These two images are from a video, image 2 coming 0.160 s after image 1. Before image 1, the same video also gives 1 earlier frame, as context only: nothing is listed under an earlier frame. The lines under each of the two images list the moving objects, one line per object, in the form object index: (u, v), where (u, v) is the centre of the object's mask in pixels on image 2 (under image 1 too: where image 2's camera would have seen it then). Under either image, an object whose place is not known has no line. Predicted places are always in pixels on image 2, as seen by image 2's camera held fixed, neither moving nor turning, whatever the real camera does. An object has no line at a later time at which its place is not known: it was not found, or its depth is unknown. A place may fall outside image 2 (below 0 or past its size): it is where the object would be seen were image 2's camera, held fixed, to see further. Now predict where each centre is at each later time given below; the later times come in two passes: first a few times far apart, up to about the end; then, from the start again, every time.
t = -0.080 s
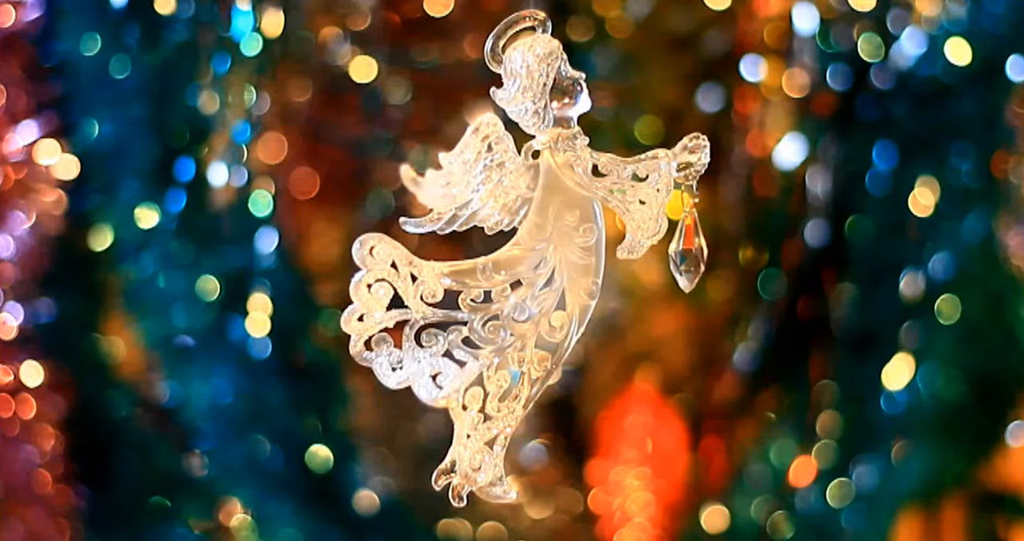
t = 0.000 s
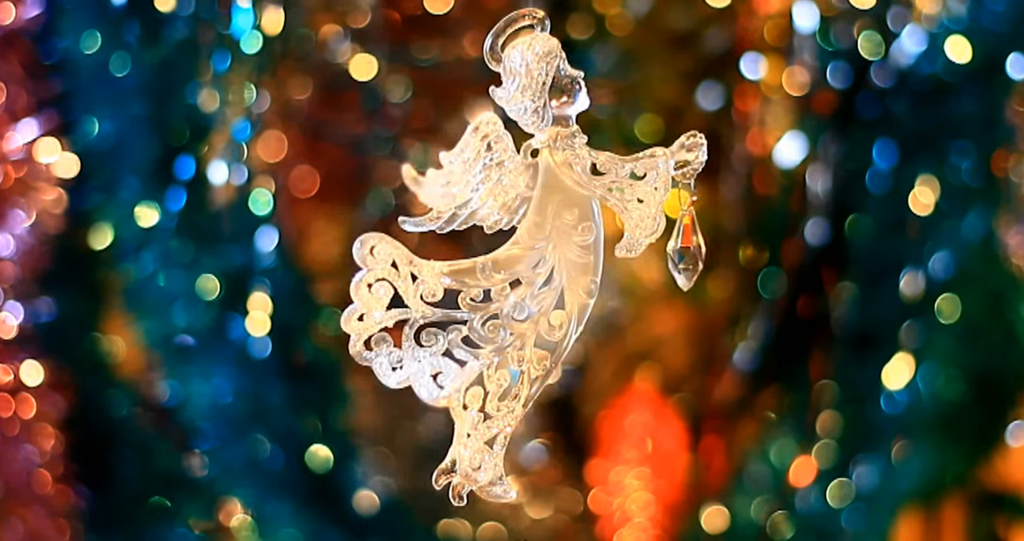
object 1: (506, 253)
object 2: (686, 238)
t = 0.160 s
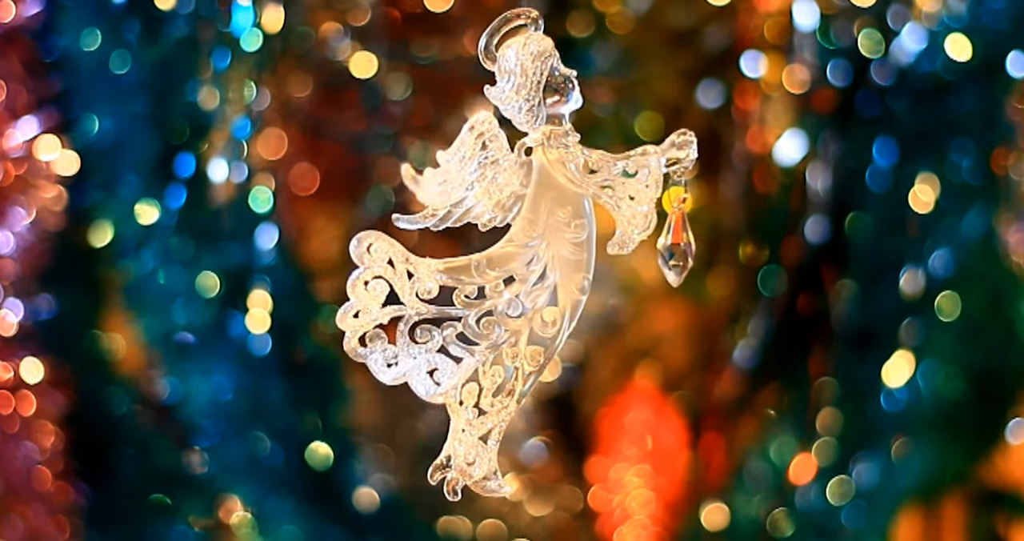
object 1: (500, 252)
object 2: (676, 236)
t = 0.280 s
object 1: (491, 252)
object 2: (665, 234)
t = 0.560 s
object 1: (473, 251)
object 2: (637, 235)
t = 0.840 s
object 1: (476, 252)
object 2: (637, 239)
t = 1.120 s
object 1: (503, 254)
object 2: (667, 237)
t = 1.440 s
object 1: (519, 255)
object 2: (679, 239)
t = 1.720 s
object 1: (501, 253)
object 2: (652, 241)
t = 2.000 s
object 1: (486, 254)
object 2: (627, 233)
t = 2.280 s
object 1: (485, 253)
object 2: (619, 238)
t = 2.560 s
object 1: (484, 254)
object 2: (614, 237)
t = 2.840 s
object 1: (491, 255)
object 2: (618, 241)
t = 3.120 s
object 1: (512, 256)
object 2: (636, 244)
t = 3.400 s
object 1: (521, 257)
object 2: (639, 241)
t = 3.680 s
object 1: (495, 257)
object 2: (609, 241)
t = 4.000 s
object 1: (467, 255)
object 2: (578, 248)
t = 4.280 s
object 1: (481, 257)
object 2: (590, 246)
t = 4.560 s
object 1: (505, 257)
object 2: (614, 242)
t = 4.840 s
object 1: (509, 257)
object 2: (620, 243)
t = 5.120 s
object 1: (505, 257)
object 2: (617, 244)
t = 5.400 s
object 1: (502, 256)
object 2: (613, 241)
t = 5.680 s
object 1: (485, 256)
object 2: (598, 242)
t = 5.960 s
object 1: (471, 256)
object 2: (588, 242)
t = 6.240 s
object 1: (486, 256)
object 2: (608, 245)
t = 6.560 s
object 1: (518, 257)
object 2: (648, 241)
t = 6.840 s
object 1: (514, 257)
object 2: (649, 244)
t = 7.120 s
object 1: (488, 256)
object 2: (628, 244)
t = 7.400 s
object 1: (479, 255)
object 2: (622, 243)
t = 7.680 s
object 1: (485, 255)
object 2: (630, 242)
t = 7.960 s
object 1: (489, 255)
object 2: (642, 242)
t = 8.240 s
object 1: (499, 255)
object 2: (660, 244)
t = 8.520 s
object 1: (515, 256)
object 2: (680, 242)
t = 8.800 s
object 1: (505, 255)
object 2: (678, 237)
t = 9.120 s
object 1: (478, 253)
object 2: (648, 242)
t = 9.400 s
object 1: (471, 252)
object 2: (643, 243)
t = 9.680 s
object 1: (495, 252)
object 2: (669, 241)
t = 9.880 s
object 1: (510, 253)
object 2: (687, 238)
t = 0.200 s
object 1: (497, 252)
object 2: (673, 234)
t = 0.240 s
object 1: (494, 251)
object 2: (669, 235)
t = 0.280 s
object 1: (491, 252)
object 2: (665, 234)
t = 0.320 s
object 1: (487, 251)
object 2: (661, 233)
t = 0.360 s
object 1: (489, 251)
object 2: (656, 234)
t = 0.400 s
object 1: (486, 251)
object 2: (652, 234)
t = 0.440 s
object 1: (482, 251)
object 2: (648, 233)
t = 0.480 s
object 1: (479, 251)
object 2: (644, 233)
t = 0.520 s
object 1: (476, 251)
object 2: (640, 235)
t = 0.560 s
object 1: (473, 251)
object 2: (637, 235)
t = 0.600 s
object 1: (471, 250)
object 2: (635, 235)
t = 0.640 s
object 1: (470, 250)
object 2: (633, 239)
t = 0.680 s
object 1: (469, 250)
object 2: (632, 239)
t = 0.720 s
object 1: (470, 251)
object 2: (632, 239)
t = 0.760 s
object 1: (471, 251)
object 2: (633, 239)
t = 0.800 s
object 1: (473, 251)
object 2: (635, 239)
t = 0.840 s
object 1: (476, 252)
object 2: (637, 239)
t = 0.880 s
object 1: (480, 252)
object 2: (640, 239)
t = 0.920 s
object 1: (484, 252)
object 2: (644, 239)
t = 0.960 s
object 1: (488, 252)
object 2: (648, 239)
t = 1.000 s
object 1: (493, 252)
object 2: (653, 239)
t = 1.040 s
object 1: (498, 252)
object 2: (658, 239)
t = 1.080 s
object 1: (498, 253)
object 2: (662, 239)
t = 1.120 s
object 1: (503, 254)
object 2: (667, 237)
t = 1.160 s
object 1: (507, 254)
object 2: (671, 240)
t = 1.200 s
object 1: (511, 254)
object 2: (674, 235)
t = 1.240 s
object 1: (515, 254)
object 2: (677, 242)
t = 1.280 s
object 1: (517, 254)
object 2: (679, 239)
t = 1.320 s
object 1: (519, 255)
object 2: (680, 238)
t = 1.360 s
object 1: (520, 255)
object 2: (680, 232)
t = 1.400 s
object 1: (520, 255)
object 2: (680, 233)
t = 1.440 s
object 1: (519, 255)
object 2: (679, 239)
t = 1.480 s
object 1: (517, 255)
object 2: (677, 241)
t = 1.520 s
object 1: (515, 255)
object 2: (674, 243)
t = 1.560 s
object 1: (512, 255)
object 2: (670, 242)
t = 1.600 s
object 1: (509, 255)
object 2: (666, 241)
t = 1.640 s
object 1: (505, 255)
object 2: (661, 242)
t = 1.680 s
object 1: (506, 254)
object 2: (657, 243)
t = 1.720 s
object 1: (501, 253)
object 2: (652, 241)
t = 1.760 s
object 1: (494, 254)
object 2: (648, 241)
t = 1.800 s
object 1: (495, 254)
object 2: (644, 242)
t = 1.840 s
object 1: (488, 255)
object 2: (639, 242)
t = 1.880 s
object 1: (490, 254)
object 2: (636, 237)
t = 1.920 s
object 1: (488, 254)
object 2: (632, 237)
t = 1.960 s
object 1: (487, 253)
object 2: (629, 238)
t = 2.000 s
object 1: (486, 254)
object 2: (627, 233)
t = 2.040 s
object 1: (485, 254)
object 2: (625, 238)
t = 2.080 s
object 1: (484, 253)
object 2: (623, 232)
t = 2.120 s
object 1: (484, 253)
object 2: (622, 237)
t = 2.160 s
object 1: (484, 253)
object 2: (620, 232)
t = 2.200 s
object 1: (484, 253)
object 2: (620, 231)
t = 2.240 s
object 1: (485, 253)
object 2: (619, 237)
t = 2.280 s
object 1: (485, 253)
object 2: (619, 238)
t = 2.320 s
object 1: (485, 253)
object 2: (618, 237)
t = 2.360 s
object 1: (485, 253)
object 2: (617, 237)
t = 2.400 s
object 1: (485, 253)
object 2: (616, 235)
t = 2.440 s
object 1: (485, 253)
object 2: (615, 235)
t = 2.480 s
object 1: (485, 253)
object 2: (615, 236)
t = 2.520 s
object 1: (485, 253)
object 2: (614, 236)
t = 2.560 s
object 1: (484, 254)
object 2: (614, 237)
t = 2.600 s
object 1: (484, 254)
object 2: (613, 237)
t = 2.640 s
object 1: (484, 254)
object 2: (613, 238)
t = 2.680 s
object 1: (484, 254)
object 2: (614, 238)
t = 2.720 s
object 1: (485, 254)
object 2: (614, 239)
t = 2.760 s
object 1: (487, 254)
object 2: (616, 243)
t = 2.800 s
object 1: (489, 255)
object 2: (617, 241)
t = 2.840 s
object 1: (491, 255)
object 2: (618, 241)
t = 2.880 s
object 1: (493, 255)
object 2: (620, 242)
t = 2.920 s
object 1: (496, 256)
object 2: (623, 244)
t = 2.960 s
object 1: (498, 256)
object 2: (625, 245)
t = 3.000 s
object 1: (502, 256)
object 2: (628, 245)
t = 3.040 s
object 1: (506, 256)
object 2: (631, 245)
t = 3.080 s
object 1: (510, 256)
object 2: (634, 244)
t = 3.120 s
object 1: (512, 256)
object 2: (636, 244)
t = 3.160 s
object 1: (515, 256)
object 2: (638, 244)
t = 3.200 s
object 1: (517, 257)
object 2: (639, 244)
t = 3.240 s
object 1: (519, 257)
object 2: (641, 243)
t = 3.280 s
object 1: (520, 257)
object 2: (641, 242)
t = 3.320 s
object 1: (521, 257)
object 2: (641, 242)
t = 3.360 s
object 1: (522, 257)
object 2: (640, 241)
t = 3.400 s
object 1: (521, 257)
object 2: (639, 241)
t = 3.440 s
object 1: (519, 256)
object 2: (636, 241)
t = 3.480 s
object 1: (516, 256)
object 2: (632, 240)
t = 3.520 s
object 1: (512, 256)
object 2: (628, 240)
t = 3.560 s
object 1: (509, 256)
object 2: (624, 240)
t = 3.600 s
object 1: (505, 256)
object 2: (619, 240)
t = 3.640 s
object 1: (499, 256)
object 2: (614, 242)
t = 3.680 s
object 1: (495, 257)
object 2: (609, 241)
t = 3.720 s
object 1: (490, 256)
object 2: (603, 247)
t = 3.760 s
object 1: (483, 256)
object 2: (597, 247)
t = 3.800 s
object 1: (479, 256)
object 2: (592, 248)
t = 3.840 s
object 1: (476, 256)
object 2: (588, 247)
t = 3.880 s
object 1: (473, 256)
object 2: (585, 248)
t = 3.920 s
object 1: (471, 256)
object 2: (582, 249)
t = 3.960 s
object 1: (468, 255)
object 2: (579, 249)
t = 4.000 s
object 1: (467, 255)
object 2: (578, 248)
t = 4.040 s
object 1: (467, 255)
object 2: (578, 248)
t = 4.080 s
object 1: (468, 255)
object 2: (578, 248)
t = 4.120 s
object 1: (469, 255)
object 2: (579, 248)
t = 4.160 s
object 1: (472, 256)
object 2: (581, 249)
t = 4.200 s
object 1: (475, 256)
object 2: (583, 246)
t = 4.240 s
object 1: (478, 256)
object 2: (586, 246)
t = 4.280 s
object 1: (481, 257)
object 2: (590, 246)
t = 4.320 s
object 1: (485, 256)
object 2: (594, 245)
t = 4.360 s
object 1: (490, 257)
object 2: (598, 245)
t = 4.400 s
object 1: (493, 257)
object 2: (601, 245)
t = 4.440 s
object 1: (496, 257)
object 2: (604, 245)
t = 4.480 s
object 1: (500, 257)
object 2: (607, 245)
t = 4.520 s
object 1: (502, 257)
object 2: (611, 242)
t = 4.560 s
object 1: (505, 257)
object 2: (614, 242)
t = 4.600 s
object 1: (507, 257)
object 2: (615, 242)
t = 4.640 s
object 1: (508, 257)
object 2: (617, 241)
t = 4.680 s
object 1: (509, 257)
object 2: (618, 242)
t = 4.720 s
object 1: (510, 257)
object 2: (619, 243)
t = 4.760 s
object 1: (509, 257)
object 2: (619, 243)
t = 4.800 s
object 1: (509, 257)
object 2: (620, 243)
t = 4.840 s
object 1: (509, 257)
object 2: (620, 243)
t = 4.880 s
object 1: (509, 257)
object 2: (620, 243)
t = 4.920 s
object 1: (508, 257)
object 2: (619, 243)
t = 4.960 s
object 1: (507, 257)
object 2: (619, 243)
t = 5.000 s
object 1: (507, 257)
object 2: (618, 244)
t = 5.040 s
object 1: (506, 257)
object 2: (618, 244)
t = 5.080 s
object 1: (506, 257)
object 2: (618, 243)
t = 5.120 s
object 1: (505, 257)
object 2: (617, 244)
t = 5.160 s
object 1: (505, 257)
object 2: (617, 243)
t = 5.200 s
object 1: (505, 257)
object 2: (617, 243)
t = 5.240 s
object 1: (505, 257)
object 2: (616, 242)
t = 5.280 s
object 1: (504, 257)
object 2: (616, 242)
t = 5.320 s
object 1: (503, 256)
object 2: (615, 242)
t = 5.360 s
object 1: (502, 256)
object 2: (614, 241)
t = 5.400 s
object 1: (502, 256)
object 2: (613, 241)
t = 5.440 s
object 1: (500, 257)
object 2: (611, 240)
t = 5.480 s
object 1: (499, 257)
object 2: (610, 240)
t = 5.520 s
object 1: (497, 257)
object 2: (608, 239)
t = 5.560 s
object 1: (494, 256)
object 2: (606, 242)
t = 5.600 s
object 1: (492, 256)
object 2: (604, 241)
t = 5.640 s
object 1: (488, 256)
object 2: (601, 242)
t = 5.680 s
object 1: (485, 256)
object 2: (598, 242)
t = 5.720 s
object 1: (483, 256)
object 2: (596, 242)
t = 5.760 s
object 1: (480, 256)
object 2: (594, 243)
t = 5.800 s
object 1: (477, 256)
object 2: (592, 244)
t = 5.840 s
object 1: (475, 256)
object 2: (590, 244)
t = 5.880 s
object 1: (472, 255)
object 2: (589, 244)
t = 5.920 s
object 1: (472, 255)
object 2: (588, 242)
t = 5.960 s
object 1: (471, 256)
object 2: (588, 242)
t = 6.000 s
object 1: (470, 255)
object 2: (589, 242)
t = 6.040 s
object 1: (471, 255)
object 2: (591, 242)
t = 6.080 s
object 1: (472, 255)
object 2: (592, 245)
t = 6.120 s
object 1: (474, 256)
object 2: (595, 245)
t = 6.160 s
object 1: (477, 256)
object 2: (599, 245)
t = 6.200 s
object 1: (481, 256)
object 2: (604, 244)
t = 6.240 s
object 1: (486, 256)
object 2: (608, 245)
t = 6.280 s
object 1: (490, 256)
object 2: (614, 244)
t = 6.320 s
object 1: (495, 256)
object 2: (619, 242)
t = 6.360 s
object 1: (500, 256)
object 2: (625, 244)
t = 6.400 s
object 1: (505, 256)
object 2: (630, 243)
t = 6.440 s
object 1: (509, 256)
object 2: (635, 244)
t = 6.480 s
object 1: (512, 257)
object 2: (639, 242)
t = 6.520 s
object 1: (517, 258)
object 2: (644, 241)
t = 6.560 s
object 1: (518, 257)
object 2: (648, 241)
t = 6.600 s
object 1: (520, 257)
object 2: (650, 242)
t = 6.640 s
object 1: (521, 257)
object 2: (652, 244)
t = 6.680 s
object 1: (521, 257)
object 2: (653, 244)
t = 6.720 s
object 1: (520, 257)
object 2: (653, 244)
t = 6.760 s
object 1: (519, 257)
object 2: (652, 244)
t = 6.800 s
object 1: (517, 257)
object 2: (651, 243)
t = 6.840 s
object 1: (514, 257)
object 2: (649, 244)
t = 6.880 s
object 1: (510, 257)
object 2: (646, 244)
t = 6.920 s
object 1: (507, 256)
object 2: (643, 242)
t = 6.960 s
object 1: (503, 256)
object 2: (640, 243)
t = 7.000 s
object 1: (499, 256)
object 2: (636, 244)
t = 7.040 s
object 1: (496, 256)
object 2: (633, 244)
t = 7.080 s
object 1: (492, 255)
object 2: (631, 244)
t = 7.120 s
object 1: (488, 256)
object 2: (628, 244)
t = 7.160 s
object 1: (485, 255)
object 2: (625, 244)
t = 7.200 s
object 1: (484, 256)
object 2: (624, 244)
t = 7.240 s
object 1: (482, 256)
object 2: (622, 243)
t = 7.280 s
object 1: (481, 256)
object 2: (622, 244)
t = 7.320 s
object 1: (479, 255)
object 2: (621, 243)
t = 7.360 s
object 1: (479, 255)
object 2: (621, 243)
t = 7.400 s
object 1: (479, 255)
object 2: (622, 243)
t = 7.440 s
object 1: (479, 255)
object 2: (622, 241)
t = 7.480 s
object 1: (480, 255)
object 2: (623, 243)
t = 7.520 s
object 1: (481, 255)
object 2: (624, 242)
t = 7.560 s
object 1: (482, 255)
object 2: (626, 242)
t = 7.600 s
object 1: (483, 255)
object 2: (627, 242)
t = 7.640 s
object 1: (484, 255)
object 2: (629, 242)
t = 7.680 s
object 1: (485, 255)
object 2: (630, 242)
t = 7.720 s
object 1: (486, 255)
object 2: (632, 242)
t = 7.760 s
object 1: (486, 255)
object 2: (634, 241)
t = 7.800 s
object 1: (487, 255)
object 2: (635, 241)
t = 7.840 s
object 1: (487, 255)
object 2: (637, 242)
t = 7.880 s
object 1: (488, 255)
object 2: (639, 242)
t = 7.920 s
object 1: (488, 255)
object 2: (640, 243)
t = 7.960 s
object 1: (489, 255)
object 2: (642, 242)
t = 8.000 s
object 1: (490, 255)
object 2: (644, 243)
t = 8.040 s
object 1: (491, 255)
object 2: (646, 243)
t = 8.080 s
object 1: (486, 256)
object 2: (649, 243)
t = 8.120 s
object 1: (493, 255)
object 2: (651, 243)
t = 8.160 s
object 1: (495, 255)
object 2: (654, 244)
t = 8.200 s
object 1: (497, 255)
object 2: (656, 243)
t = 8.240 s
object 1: (499, 255)
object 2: (660, 244)
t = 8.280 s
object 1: (502, 255)
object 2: (663, 243)
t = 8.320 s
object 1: (504, 256)
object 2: (667, 243)
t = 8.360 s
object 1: (505, 255)
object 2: (670, 244)
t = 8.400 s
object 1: (504, 256)
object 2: (673, 243)
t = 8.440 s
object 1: (511, 255)
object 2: (676, 241)
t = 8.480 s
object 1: (514, 255)
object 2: (678, 237)
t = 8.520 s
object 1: (515, 256)
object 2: (680, 242)
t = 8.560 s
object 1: (517, 256)
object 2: (682, 238)
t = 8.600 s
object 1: (517, 256)
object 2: (683, 237)
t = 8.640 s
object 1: (517, 256)
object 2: (683, 237)
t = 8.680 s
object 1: (517, 256)
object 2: (683, 237)
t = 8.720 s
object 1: (515, 256)
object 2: (682, 237)
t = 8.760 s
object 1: (513, 255)
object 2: (681, 237)
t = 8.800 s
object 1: (505, 255)
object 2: (678, 237)
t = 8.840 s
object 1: (502, 255)
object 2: (675, 237)
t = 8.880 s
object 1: (498, 255)
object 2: (672, 237)
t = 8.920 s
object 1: (494, 255)
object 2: (668, 238)
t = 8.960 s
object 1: (490, 254)
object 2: (664, 234)
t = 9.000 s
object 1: (485, 254)
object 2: (660, 235)
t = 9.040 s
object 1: (487, 253)
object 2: (656, 235)
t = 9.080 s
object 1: (477, 253)
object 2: (652, 240)
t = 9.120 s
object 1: (478, 253)
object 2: (648, 242)
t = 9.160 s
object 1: (469, 253)
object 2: (645, 243)
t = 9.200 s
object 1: (467, 253)
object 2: (642, 243)
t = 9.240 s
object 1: (470, 252)
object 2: (641, 243)
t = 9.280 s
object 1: (469, 252)
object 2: (640, 243)
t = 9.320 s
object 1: (469, 252)
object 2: (640, 243)
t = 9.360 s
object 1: (469, 252)
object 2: (641, 242)
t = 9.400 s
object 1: (471, 252)
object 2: (643, 243)
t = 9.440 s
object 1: (473, 252)
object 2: (645, 243)
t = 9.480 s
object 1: (470, 253)
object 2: (648, 243)
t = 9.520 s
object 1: (479, 252)
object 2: (652, 242)
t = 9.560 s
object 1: (483, 252)
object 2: (656, 240)
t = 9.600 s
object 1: (487, 252)
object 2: (660, 238)
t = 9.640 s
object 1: (491, 252)
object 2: (664, 238)
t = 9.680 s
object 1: (495, 252)
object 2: (669, 241)
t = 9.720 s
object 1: (493, 253)
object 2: (673, 240)
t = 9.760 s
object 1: (497, 253)
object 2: (677, 240)
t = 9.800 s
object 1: (500, 253)
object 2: (681, 241)
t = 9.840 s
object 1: (508, 253)
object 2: (685, 240)
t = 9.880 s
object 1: (510, 253)
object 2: (687, 238)
